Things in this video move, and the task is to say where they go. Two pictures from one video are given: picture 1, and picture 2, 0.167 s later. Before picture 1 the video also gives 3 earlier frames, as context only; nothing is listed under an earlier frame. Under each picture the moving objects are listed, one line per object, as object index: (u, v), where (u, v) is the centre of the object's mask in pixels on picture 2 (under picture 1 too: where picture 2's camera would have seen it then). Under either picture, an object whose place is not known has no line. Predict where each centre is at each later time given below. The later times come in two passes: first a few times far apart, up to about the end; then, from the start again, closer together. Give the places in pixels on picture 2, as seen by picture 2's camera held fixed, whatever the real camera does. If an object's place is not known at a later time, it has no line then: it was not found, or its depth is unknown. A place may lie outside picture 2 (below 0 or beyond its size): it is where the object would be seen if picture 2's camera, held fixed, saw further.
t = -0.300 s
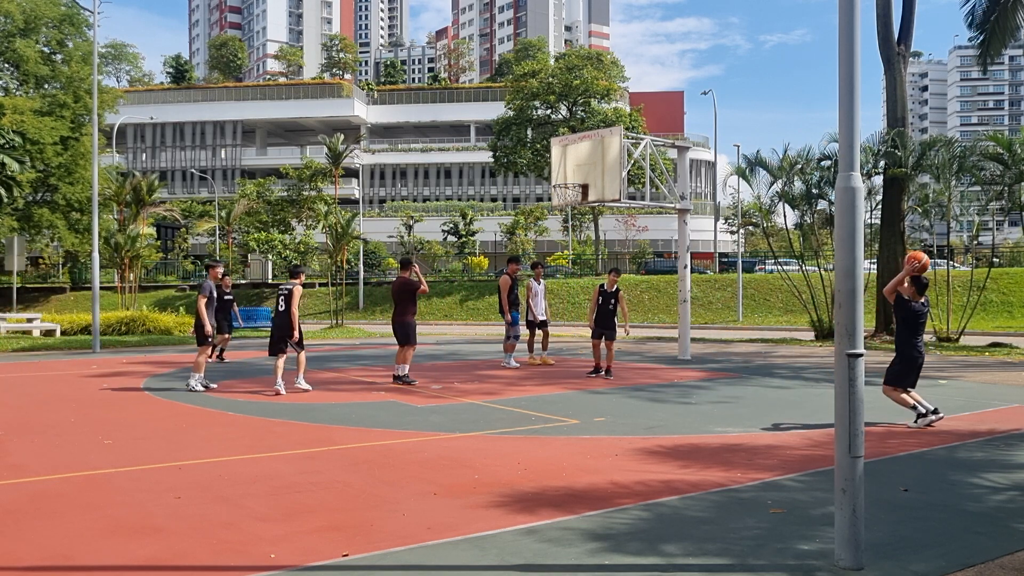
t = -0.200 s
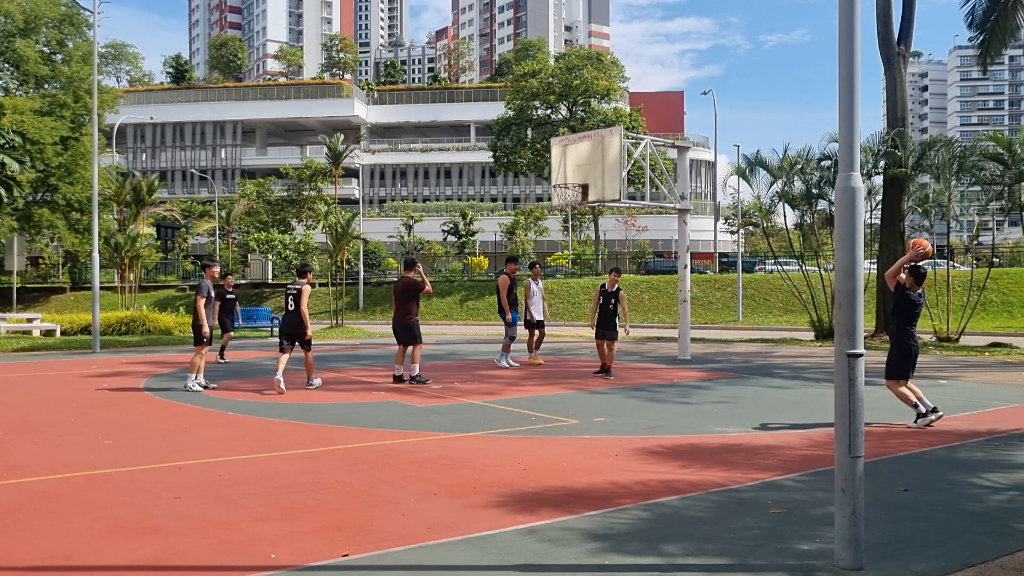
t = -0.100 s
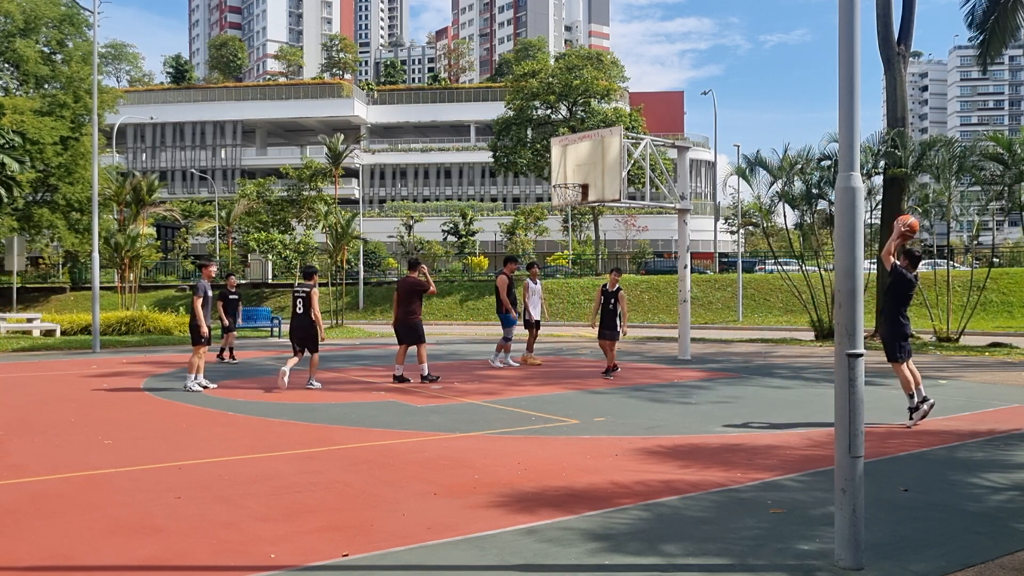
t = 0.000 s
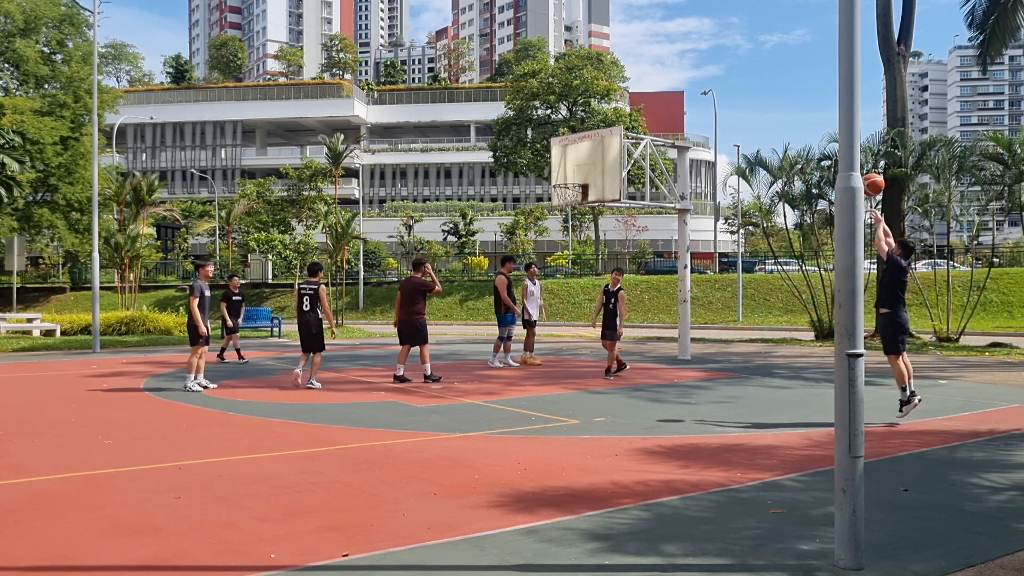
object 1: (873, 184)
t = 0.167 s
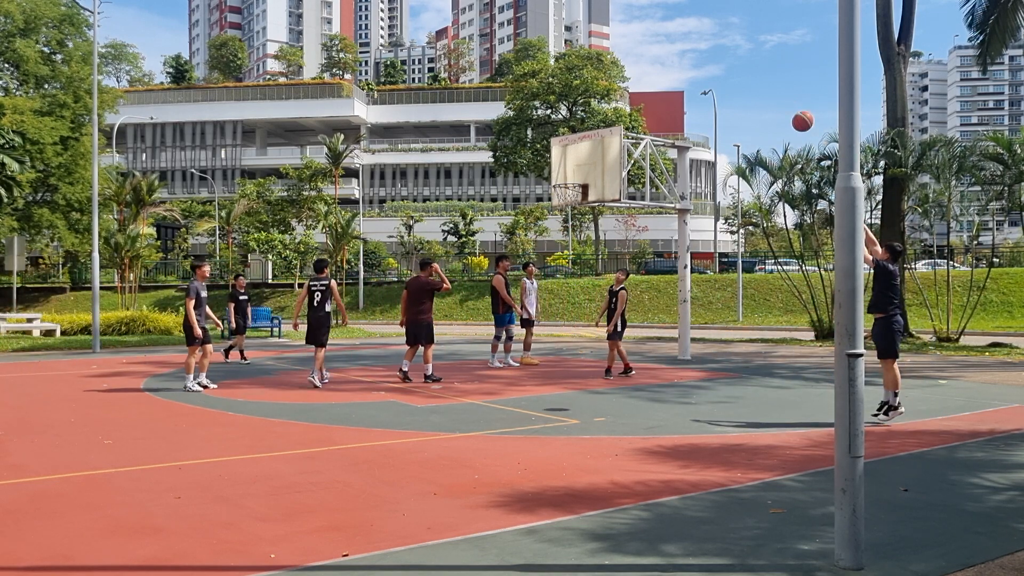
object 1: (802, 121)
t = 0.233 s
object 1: (778, 105)
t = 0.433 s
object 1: (713, 81)
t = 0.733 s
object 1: (636, 101)
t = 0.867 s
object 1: (607, 125)
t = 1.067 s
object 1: (569, 178)
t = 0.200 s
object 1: (790, 113)
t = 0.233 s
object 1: (778, 105)
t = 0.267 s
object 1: (766, 98)
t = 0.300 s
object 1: (755, 93)
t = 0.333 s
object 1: (744, 88)
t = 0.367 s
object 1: (734, 85)
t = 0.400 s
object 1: (723, 82)
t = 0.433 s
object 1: (713, 81)
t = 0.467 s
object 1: (704, 80)
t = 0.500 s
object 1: (695, 80)
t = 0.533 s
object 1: (686, 81)
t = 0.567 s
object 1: (677, 83)
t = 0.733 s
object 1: (636, 101)
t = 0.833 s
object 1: (614, 118)
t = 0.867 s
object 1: (607, 125)
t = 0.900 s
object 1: (600, 132)
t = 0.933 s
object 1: (594, 141)
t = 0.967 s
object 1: (587, 149)
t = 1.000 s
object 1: (581, 159)
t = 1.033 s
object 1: (575, 168)
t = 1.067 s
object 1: (569, 178)
